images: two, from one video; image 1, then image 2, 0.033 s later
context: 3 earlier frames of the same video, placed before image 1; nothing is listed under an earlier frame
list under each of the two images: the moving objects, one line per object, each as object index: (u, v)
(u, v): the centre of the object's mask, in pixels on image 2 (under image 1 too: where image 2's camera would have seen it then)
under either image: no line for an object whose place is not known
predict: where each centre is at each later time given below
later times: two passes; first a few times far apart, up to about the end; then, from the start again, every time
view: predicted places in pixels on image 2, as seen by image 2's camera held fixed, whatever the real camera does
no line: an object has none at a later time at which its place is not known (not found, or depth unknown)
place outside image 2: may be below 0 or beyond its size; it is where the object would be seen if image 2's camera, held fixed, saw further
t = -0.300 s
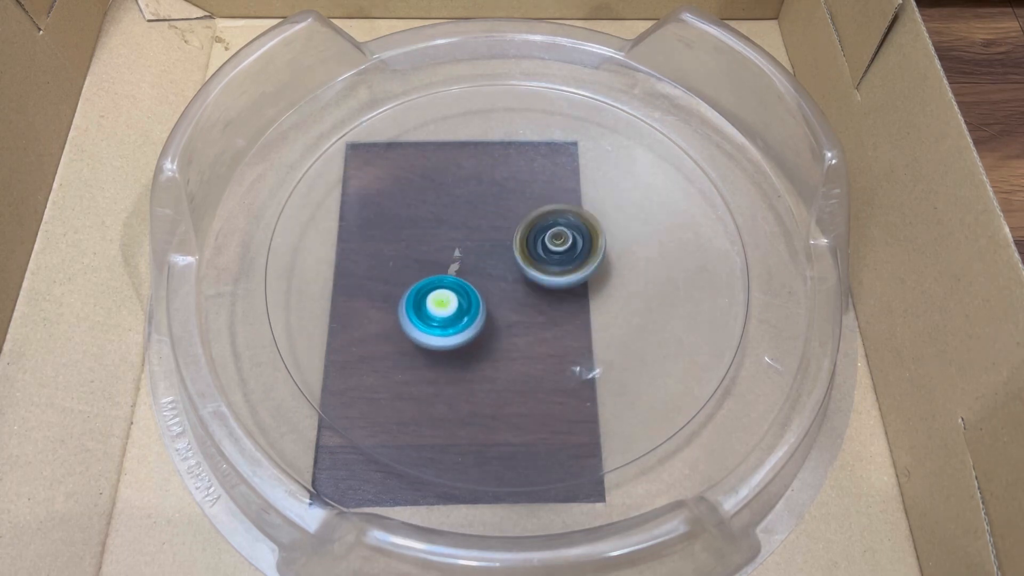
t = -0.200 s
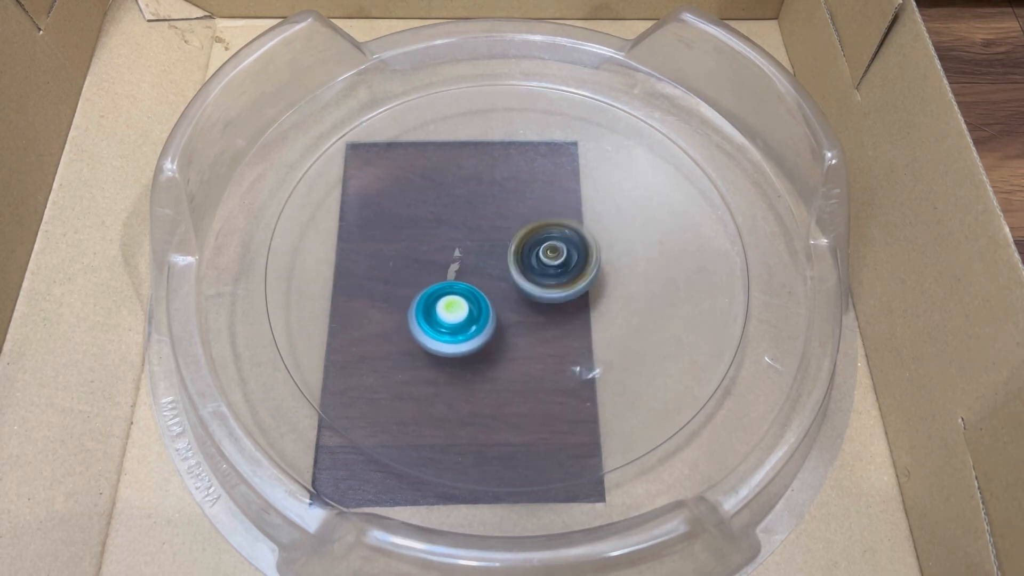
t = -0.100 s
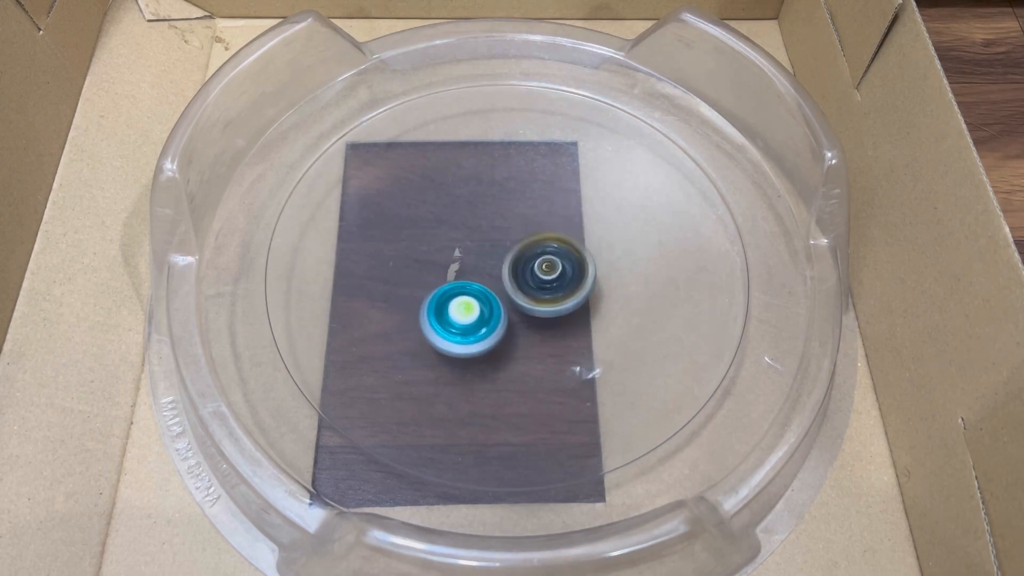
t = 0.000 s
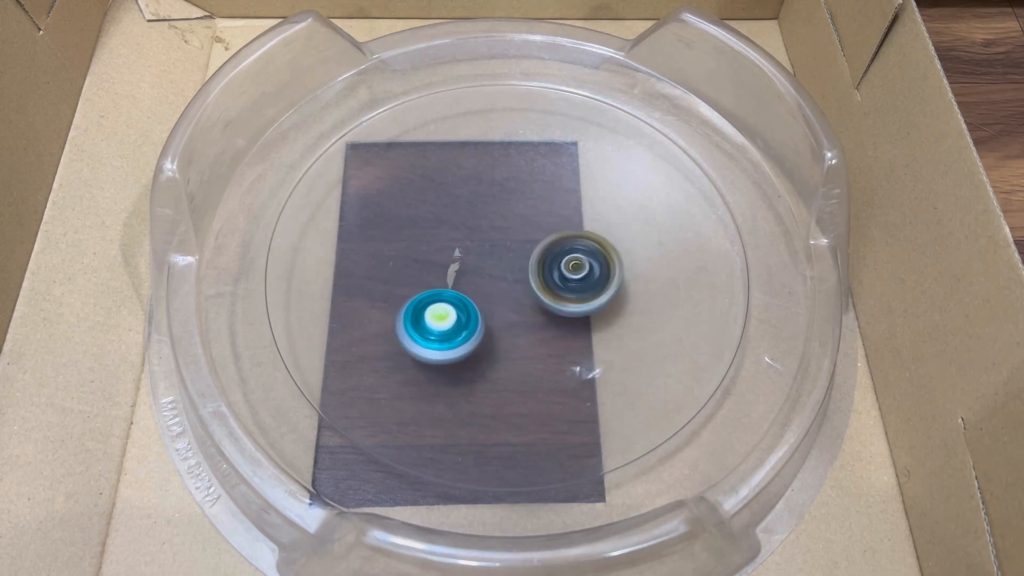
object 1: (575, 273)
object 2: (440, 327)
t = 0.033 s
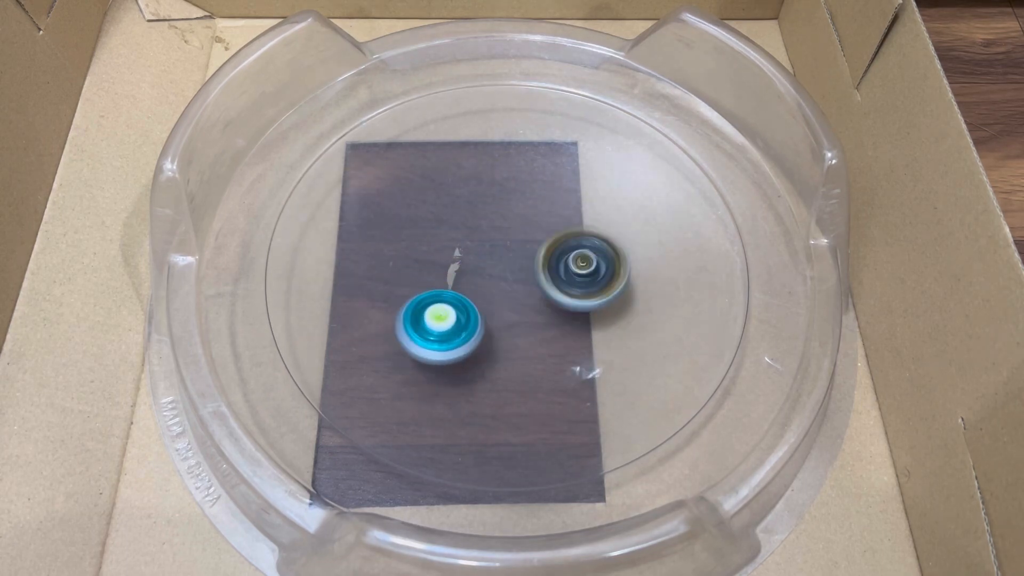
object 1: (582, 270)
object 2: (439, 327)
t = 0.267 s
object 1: (577, 233)
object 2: (460, 322)
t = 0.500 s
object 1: (532, 220)
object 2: (469, 311)
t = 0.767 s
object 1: (499, 209)
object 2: (499, 302)
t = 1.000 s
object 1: (481, 196)
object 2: (545, 329)
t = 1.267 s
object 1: (463, 189)
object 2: (598, 332)
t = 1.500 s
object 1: (502, 233)
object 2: (607, 310)
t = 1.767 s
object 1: (490, 243)
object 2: (620, 310)
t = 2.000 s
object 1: (486, 269)
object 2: (592, 276)
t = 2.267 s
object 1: (456, 292)
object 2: (596, 234)
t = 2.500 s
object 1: (453, 298)
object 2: (579, 203)
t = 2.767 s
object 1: (494, 267)
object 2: (549, 200)
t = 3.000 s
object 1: (495, 297)
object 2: (552, 183)
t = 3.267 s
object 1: (523, 297)
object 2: (511, 206)
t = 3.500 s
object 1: (538, 318)
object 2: (476, 180)
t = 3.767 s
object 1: (517, 329)
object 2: (443, 197)
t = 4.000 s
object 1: (506, 302)
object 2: (445, 229)
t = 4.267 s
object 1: (548, 306)
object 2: (462, 258)
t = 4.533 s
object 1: (583, 323)
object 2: (491, 282)
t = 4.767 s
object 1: (623, 363)
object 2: (463, 238)
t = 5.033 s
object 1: (563, 299)
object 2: (447, 218)
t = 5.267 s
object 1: (482, 292)
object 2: (438, 194)
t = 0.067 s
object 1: (588, 264)
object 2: (441, 327)
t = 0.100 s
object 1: (591, 259)
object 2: (443, 327)
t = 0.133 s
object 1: (594, 252)
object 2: (446, 327)
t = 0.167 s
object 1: (593, 246)
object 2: (449, 326)
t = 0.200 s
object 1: (589, 241)
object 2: (453, 325)
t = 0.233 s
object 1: (584, 237)
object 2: (456, 324)
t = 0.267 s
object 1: (577, 233)
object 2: (460, 322)
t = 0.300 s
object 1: (568, 231)
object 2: (464, 319)
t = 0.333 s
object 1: (560, 231)
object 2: (468, 315)
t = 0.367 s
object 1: (551, 231)
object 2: (473, 310)
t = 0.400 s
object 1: (541, 233)
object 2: (477, 306)
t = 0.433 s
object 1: (533, 234)
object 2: (480, 302)
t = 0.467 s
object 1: (535, 225)
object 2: (472, 310)
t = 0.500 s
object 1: (532, 220)
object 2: (469, 311)
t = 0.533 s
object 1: (528, 217)
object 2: (471, 310)
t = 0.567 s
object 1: (524, 214)
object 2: (475, 308)
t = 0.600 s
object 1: (519, 212)
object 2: (480, 306)
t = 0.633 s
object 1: (512, 212)
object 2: (484, 303)
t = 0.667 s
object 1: (507, 214)
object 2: (489, 299)
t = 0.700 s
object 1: (503, 215)
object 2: (493, 297)
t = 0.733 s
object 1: (500, 210)
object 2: (496, 302)
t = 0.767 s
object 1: (499, 209)
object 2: (499, 302)
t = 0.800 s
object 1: (496, 208)
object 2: (504, 302)
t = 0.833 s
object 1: (491, 207)
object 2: (509, 300)
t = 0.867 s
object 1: (489, 210)
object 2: (513, 298)
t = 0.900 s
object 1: (487, 213)
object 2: (518, 296)
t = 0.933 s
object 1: (487, 218)
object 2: (522, 293)
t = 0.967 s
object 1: (484, 206)
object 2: (534, 313)
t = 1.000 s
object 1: (481, 196)
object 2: (545, 329)
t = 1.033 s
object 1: (477, 190)
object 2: (553, 337)
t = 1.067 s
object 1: (473, 185)
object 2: (561, 339)
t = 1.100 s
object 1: (469, 182)
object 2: (568, 339)
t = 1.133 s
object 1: (467, 180)
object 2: (575, 338)
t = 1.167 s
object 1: (464, 180)
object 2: (582, 337)
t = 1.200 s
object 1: (461, 182)
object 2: (588, 335)
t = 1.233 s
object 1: (462, 185)
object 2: (593, 334)
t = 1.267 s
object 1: (463, 189)
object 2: (598, 332)
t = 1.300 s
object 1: (467, 196)
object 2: (603, 329)
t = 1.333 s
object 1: (472, 202)
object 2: (606, 326)
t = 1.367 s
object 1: (478, 210)
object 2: (607, 323)
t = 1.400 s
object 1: (483, 215)
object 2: (608, 320)
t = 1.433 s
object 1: (489, 221)
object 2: (608, 317)
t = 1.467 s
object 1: (496, 227)
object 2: (608, 314)
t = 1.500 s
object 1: (502, 233)
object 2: (607, 310)
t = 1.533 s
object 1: (509, 240)
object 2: (605, 307)
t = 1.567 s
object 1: (515, 245)
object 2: (603, 302)
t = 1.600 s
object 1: (521, 251)
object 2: (599, 298)
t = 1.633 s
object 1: (513, 245)
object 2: (612, 304)
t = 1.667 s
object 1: (504, 240)
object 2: (621, 311)
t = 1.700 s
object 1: (498, 239)
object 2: (622, 315)
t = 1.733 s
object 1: (495, 241)
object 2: (621, 314)
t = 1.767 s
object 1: (490, 243)
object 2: (620, 310)
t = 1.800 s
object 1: (488, 247)
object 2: (618, 305)
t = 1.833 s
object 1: (485, 249)
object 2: (616, 300)
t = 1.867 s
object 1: (483, 254)
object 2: (612, 295)
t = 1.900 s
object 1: (483, 257)
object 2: (608, 290)
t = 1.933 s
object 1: (482, 261)
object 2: (603, 285)
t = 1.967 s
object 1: (485, 265)
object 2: (598, 280)
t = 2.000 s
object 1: (486, 269)
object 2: (592, 276)
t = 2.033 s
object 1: (490, 273)
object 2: (586, 272)
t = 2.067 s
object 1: (491, 275)
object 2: (582, 267)
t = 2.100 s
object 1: (491, 278)
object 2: (580, 263)
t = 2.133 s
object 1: (485, 280)
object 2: (585, 257)
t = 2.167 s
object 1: (474, 283)
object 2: (596, 250)
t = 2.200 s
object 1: (467, 287)
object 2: (598, 245)
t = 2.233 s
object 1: (462, 290)
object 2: (597, 239)
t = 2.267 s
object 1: (456, 292)
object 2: (596, 234)
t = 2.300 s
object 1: (452, 295)
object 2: (594, 228)
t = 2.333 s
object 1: (450, 297)
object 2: (592, 222)
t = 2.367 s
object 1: (447, 297)
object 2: (590, 218)
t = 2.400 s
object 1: (447, 299)
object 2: (588, 213)
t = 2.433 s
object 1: (447, 300)
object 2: (585, 210)
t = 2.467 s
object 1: (448, 299)
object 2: (582, 206)
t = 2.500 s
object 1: (453, 298)
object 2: (579, 203)
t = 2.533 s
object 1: (455, 296)
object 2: (576, 201)
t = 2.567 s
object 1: (462, 292)
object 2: (572, 199)
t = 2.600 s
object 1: (466, 290)
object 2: (568, 198)
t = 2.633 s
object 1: (473, 284)
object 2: (565, 197)
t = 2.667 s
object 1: (478, 281)
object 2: (561, 197)
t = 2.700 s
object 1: (484, 276)
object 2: (557, 198)
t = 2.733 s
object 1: (489, 272)
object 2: (553, 198)
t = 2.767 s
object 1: (494, 267)
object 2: (549, 200)
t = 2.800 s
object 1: (501, 263)
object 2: (545, 200)
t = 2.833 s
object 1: (492, 274)
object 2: (551, 189)
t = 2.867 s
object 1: (490, 281)
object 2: (558, 182)
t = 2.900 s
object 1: (492, 287)
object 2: (561, 181)
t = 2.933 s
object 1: (491, 291)
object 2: (559, 183)
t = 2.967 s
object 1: (494, 294)
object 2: (555, 183)
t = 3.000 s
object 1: (495, 297)
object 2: (552, 183)
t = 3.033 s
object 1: (497, 298)
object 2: (547, 184)
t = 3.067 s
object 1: (501, 301)
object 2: (542, 186)
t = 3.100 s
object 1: (503, 301)
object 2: (536, 188)
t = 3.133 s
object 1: (508, 303)
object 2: (531, 191)
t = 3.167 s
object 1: (511, 302)
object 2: (526, 195)
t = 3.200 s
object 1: (516, 302)
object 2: (521, 199)
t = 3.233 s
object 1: (519, 299)
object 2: (516, 202)
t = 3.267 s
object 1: (523, 297)
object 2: (511, 206)
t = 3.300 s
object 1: (526, 292)
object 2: (507, 211)
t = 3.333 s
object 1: (530, 290)
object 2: (502, 216)
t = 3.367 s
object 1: (532, 290)
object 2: (498, 218)
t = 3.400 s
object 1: (536, 306)
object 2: (489, 198)
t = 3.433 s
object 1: (538, 316)
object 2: (485, 186)
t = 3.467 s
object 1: (536, 319)
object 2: (481, 181)
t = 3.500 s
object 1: (538, 318)
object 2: (476, 180)
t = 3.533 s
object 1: (541, 320)
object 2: (471, 181)
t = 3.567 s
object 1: (540, 322)
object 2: (465, 183)
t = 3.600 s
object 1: (539, 326)
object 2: (460, 184)
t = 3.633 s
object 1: (534, 330)
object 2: (456, 186)
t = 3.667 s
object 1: (531, 331)
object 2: (452, 188)
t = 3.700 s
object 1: (528, 332)
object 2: (448, 191)
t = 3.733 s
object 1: (521, 331)
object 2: (445, 194)
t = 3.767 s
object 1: (517, 329)
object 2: (443, 197)
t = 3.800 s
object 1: (514, 327)
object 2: (441, 200)
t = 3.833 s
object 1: (510, 323)
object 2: (440, 204)
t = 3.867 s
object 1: (508, 319)
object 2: (440, 208)
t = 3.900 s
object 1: (506, 315)
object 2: (440, 213)
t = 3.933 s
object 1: (505, 310)
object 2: (441, 218)
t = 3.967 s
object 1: (506, 306)
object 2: (443, 224)
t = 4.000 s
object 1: (506, 302)
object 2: (445, 229)
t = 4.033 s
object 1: (508, 298)
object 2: (448, 235)
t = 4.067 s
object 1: (511, 295)
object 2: (450, 240)
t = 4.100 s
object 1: (514, 291)
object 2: (452, 244)
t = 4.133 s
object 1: (522, 293)
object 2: (454, 246)
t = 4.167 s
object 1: (529, 293)
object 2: (457, 250)
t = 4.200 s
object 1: (536, 294)
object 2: (460, 254)
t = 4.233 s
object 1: (540, 297)
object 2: (462, 258)
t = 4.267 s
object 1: (548, 306)
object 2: (462, 258)
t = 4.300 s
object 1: (556, 309)
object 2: (464, 261)
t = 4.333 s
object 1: (563, 313)
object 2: (467, 264)
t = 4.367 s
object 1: (570, 316)
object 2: (471, 267)
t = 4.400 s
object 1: (576, 319)
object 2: (475, 271)
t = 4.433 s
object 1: (581, 320)
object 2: (479, 274)
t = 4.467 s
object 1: (582, 322)
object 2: (483, 277)
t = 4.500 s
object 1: (582, 323)
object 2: (487, 280)
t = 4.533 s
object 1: (583, 323)
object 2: (491, 282)
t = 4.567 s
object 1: (585, 320)
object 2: (495, 285)
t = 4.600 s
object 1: (583, 320)
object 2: (499, 287)
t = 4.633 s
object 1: (582, 323)
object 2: (501, 288)
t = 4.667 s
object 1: (585, 323)
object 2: (500, 285)
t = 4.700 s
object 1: (602, 341)
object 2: (482, 263)
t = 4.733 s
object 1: (619, 359)
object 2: (470, 247)
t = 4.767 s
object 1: (623, 363)
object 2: (463, 238)
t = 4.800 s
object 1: (622, 365)
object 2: (459, 235)
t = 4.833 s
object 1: (614, 362)
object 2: (456, 233)
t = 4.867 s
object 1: (613, 359)
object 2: (453, 229)
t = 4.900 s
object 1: (606, 347)
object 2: (450, 227)
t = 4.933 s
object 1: (601, 340)
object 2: (448, 225)
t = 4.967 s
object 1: (589, 325)
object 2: (447, 222)
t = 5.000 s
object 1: (581, 313)
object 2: (447, 220)
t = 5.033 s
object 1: (563, 299)
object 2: (447, 218)
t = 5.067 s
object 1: (548, 283)
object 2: (448, 217)
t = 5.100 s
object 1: (523, 266)
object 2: (449, 216)
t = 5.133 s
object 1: (505, 264)
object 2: (441, 205)
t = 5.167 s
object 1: (493, 264)
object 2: (436, 196)
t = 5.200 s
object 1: (484, 274)
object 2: (436, 194)
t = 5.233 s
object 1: (480, 284)
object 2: (437, 194)
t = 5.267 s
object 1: (482, 292)
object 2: (438, 194)
